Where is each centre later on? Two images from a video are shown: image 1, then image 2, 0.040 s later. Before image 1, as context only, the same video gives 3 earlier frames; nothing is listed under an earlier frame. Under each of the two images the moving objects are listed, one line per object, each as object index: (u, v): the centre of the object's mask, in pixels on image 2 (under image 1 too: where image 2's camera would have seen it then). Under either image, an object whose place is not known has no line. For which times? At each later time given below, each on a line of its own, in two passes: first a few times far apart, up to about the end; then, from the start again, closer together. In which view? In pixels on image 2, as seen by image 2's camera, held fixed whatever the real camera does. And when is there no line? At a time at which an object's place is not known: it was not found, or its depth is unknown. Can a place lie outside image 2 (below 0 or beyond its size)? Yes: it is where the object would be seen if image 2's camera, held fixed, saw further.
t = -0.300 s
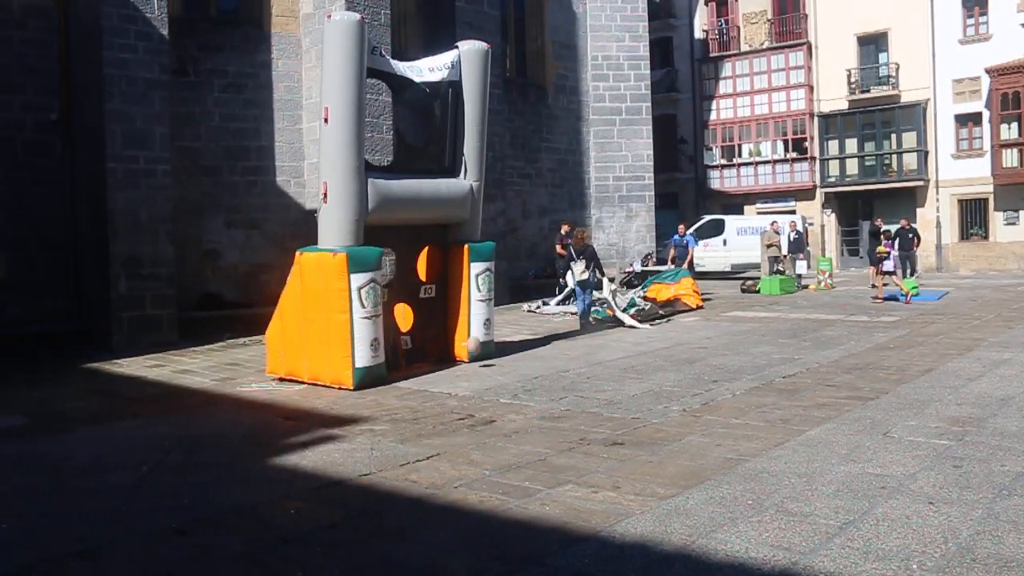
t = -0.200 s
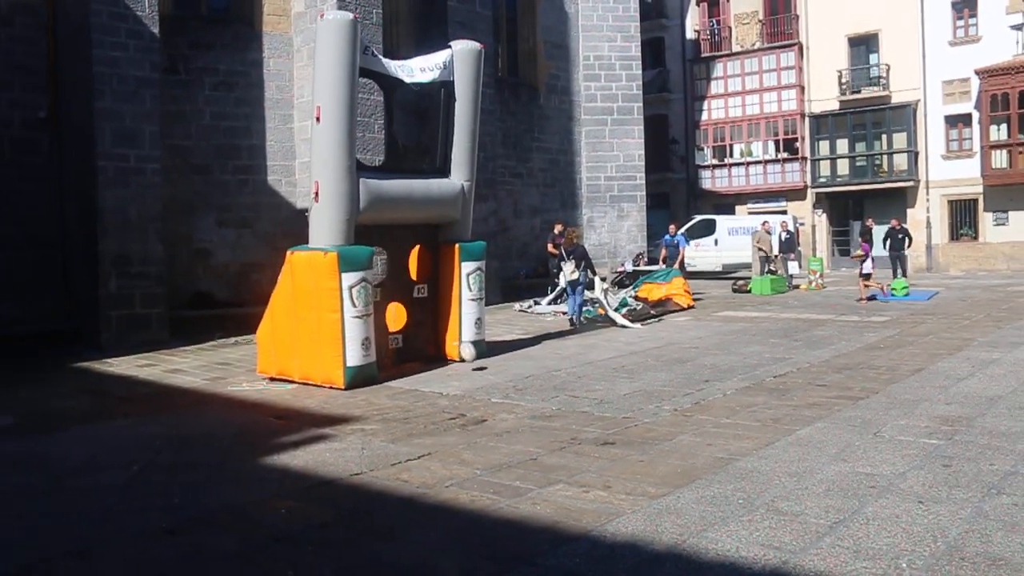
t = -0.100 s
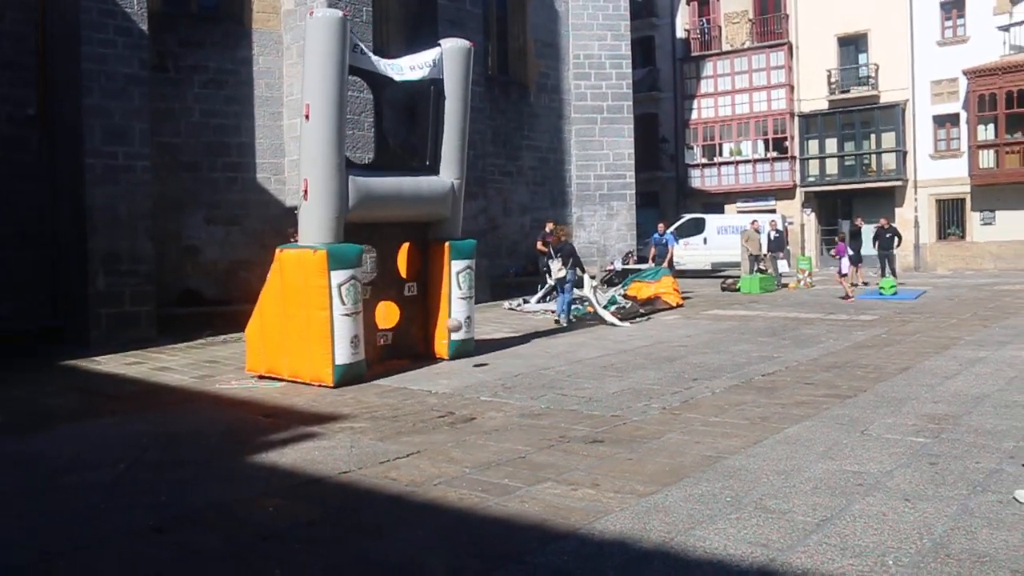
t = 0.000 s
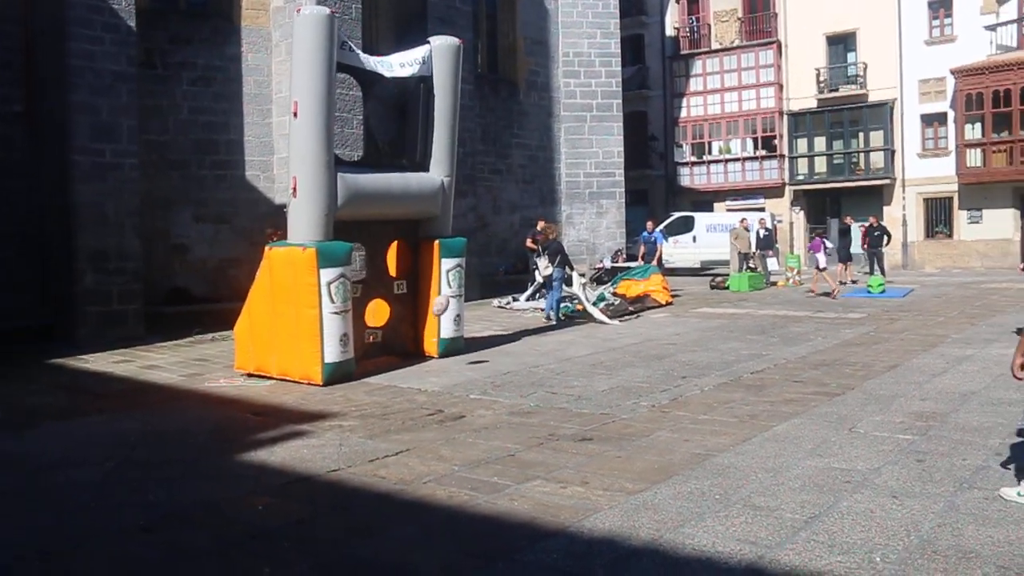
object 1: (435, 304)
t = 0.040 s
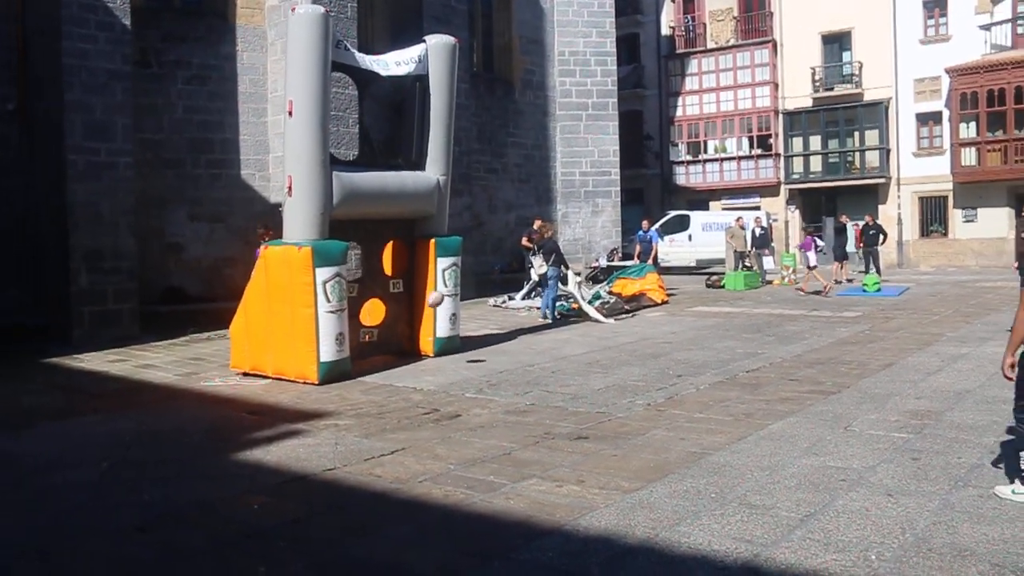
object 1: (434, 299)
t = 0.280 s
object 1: (429, 299)
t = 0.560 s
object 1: (425, 367)
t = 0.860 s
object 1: (451, 318)
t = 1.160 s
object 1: (482, 328)
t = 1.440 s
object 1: (516, 364)
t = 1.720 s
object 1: (559, 357)
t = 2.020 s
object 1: (587, 336)
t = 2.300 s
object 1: (611, 356)
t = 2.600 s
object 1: (635, 351)
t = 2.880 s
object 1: (660, 353)
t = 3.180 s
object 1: (678, 344)
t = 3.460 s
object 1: (688, 355)
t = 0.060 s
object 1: (434, 297)
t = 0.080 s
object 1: (434, 295)
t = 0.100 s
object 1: (433, 294)
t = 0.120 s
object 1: (433, 293)
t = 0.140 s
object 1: (432, 293)
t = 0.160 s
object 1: (432, 293)
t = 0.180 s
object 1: (431, 293)
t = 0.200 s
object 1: (431, 293)
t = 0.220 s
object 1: (431, 294)
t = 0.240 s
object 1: (430, 295)
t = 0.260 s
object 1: (430, 297)
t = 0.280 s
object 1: (429, 299)
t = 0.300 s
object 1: (429, 301)
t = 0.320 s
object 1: (429, 304)
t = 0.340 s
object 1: (428, 307)
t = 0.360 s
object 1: (427, 311)
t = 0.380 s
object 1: (427, 315)
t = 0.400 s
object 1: (427, 319)
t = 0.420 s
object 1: (426, 323)
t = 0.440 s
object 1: (426, 328)
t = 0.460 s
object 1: (426, 333)
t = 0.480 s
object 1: (425, 340)
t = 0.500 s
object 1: (426, 347)
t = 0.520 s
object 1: (425, 353)
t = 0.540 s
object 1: (425, 360)
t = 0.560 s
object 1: (425, 367)
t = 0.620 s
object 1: (428, 372)
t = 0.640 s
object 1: (430, 365)
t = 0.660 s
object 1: (432, 359)
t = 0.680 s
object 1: (433, 354)
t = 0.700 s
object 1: (436, 348)
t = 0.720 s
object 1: (438, 344)
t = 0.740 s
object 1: (440, 338)
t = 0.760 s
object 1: (441, 333)
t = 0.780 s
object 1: (444, 330)
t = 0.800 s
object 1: (446, 327)
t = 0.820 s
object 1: (448, 324)
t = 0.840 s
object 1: (450, 321)
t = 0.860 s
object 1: (451, 318)
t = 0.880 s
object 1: (454, 317)
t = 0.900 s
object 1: (455, 315)
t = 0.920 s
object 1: (457, 314)
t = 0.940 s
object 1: (459, 313)
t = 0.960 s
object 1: (461, 312)
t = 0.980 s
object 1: (463, 312)
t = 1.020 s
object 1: (467, 312)
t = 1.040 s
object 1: (469, 313)
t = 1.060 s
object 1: (470, 315)
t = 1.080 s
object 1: (473, 317)
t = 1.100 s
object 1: (475, 319)
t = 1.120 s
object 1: (477, 321)
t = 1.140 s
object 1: (480, 325)
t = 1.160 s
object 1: (482, 328)
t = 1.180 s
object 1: (484, 332)
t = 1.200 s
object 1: (487, 336)
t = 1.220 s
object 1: (488, 340)
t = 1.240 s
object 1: (491, 345)
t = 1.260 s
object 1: (493, 351)
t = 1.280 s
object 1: (495, 356)
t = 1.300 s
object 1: (498, 363)
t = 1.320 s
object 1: (500, 370)
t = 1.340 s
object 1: (502, 376)
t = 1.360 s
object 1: (504, 379)
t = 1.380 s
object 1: (507, 375)
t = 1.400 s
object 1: (511, 370)
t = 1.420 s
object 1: (514, 367)
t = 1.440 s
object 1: (516, 364)
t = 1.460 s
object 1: (520, 361)
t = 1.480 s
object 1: (523, 358)
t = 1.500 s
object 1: (525, 356)
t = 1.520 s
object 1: (528, 354)
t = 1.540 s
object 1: (531, 353)
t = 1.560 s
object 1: (534, 351)
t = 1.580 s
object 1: (537, 350)
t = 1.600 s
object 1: (540, 350)
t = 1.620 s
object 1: (544, 350)
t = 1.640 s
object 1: (547, 351)
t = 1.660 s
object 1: (550, 353)
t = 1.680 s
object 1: (552, 354)
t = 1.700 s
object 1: (556, 355)
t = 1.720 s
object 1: (559, 357)
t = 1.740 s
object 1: (561, 360)
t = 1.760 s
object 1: (564, 363)
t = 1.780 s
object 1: (567, 366)
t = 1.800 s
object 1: (570, 369)
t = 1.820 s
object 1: (572, 367)
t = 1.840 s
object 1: (573, 363)
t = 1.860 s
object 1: (575, 358)
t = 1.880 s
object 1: (576, 355)
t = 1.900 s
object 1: (578, 351)
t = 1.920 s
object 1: (579, 348)
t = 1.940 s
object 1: (581, 345)
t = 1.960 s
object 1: (583, 342)
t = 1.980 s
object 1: (584, 340)
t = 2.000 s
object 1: (586, 338)
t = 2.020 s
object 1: (587, 336)
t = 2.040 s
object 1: (589, 335)
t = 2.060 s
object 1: (591, 334)
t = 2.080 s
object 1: (593, 334)
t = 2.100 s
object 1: (595, 334)
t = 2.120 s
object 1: (597, 335)
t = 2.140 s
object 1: (598, 336)
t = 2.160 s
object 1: (600, 337)
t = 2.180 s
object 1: (602, 339)
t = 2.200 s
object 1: (603, 340)
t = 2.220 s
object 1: (605, 343)
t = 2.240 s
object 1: (607, 346)
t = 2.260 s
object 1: (608, 348)
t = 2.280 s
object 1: (610, 352)
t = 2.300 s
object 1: (611, 356)
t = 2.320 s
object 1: (613, 360)
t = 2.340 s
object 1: (615, 364)
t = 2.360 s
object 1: (616, 365)
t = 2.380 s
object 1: (618, 362)
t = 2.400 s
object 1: (620, 359)
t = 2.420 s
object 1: (621, 356)
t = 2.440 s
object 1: (623, 354)
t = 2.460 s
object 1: (624, 353)
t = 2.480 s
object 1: (626, 351)
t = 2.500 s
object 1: (627, 350)
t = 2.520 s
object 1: (629, 349)
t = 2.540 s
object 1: (631, 349)
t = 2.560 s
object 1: (632, 349)
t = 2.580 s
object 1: (634, 350)
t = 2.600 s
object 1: (635, 351)
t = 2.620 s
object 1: (637, 352)
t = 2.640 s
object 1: (639, 353)
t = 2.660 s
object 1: (640, 356)
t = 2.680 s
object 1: (642, 358)
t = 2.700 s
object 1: (644, 360)
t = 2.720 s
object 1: (645, 362)
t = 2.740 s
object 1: (647, 362)
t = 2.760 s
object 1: (650, 362)
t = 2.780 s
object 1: (652, 361)
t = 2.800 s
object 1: (653, 359)
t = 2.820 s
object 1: (655, 357)
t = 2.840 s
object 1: (656, 355)
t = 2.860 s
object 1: (658, 354)
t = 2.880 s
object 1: (660, 353)
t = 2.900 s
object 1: (661, 352)
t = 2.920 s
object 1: (663, 351)
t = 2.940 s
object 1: (664, 351)
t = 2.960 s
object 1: (666, 352)
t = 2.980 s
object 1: (668, 352)
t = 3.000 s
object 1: (670, 353)
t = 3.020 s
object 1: (671, 355)
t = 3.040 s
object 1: (672, 356)
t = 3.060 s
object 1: (674, 356)
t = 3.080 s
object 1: (675, 353)
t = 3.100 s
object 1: (675, 351)
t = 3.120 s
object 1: (676, 348)
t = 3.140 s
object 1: (676, 346)
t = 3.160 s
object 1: (677, 345)
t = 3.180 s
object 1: (678, 344)
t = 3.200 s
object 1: (678, 343)
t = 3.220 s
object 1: (679, 342)
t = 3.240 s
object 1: (679, 343)
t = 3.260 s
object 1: (680, 342)
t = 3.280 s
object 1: (681, 342)
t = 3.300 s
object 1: (681, 343)
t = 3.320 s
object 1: (682, 345)
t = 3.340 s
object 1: (683, 346)
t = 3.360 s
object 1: (684, 347)
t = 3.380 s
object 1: (684, 350)
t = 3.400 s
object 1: (685, 353)
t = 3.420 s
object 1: (686, 356)
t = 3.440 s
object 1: (687, 356)
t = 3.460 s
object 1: (688, 355)
